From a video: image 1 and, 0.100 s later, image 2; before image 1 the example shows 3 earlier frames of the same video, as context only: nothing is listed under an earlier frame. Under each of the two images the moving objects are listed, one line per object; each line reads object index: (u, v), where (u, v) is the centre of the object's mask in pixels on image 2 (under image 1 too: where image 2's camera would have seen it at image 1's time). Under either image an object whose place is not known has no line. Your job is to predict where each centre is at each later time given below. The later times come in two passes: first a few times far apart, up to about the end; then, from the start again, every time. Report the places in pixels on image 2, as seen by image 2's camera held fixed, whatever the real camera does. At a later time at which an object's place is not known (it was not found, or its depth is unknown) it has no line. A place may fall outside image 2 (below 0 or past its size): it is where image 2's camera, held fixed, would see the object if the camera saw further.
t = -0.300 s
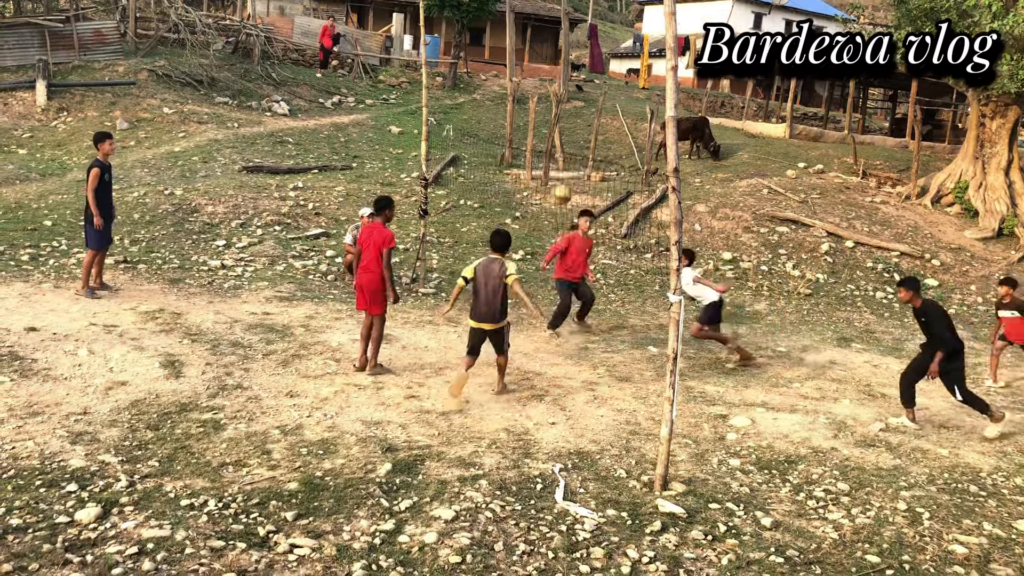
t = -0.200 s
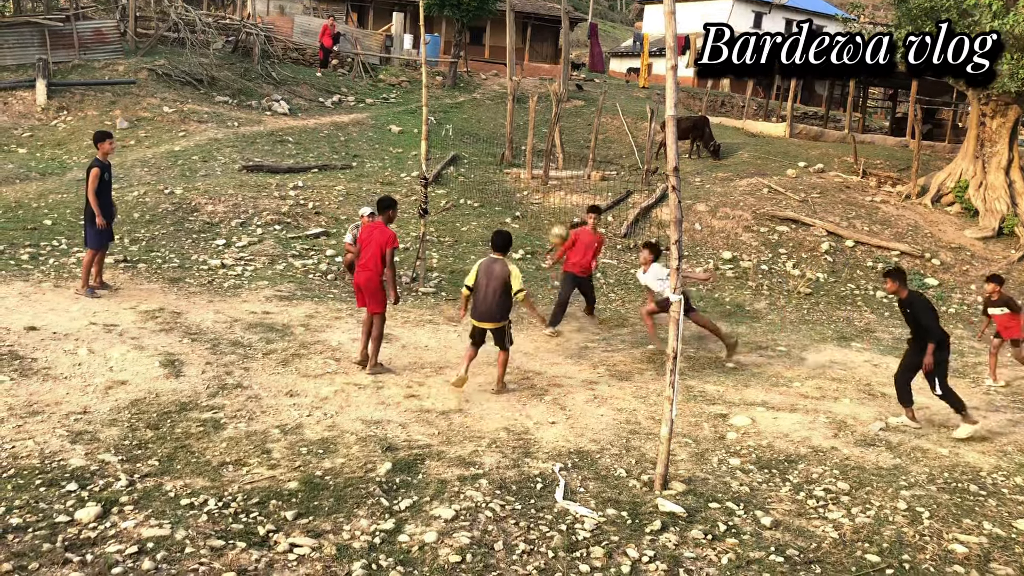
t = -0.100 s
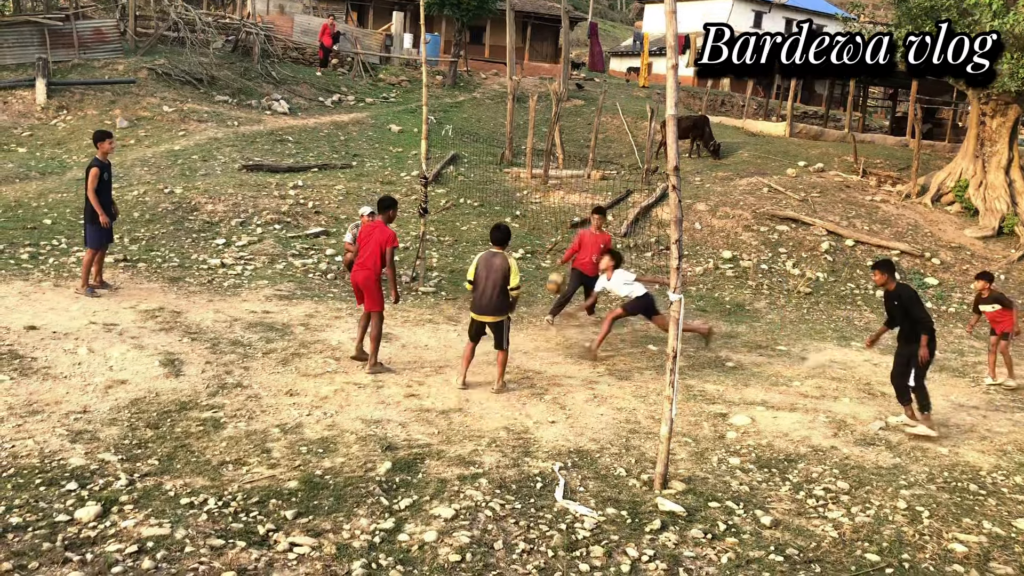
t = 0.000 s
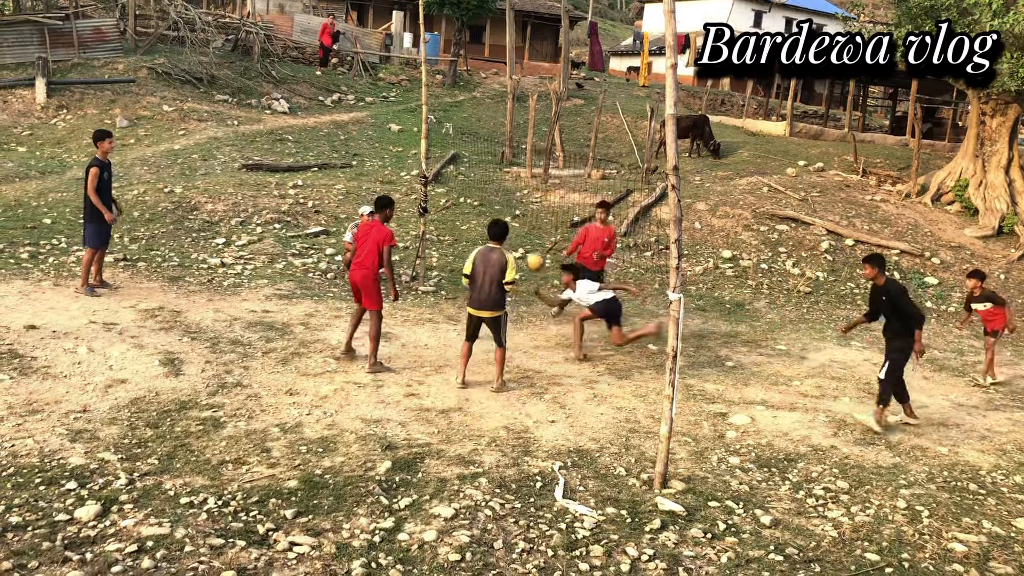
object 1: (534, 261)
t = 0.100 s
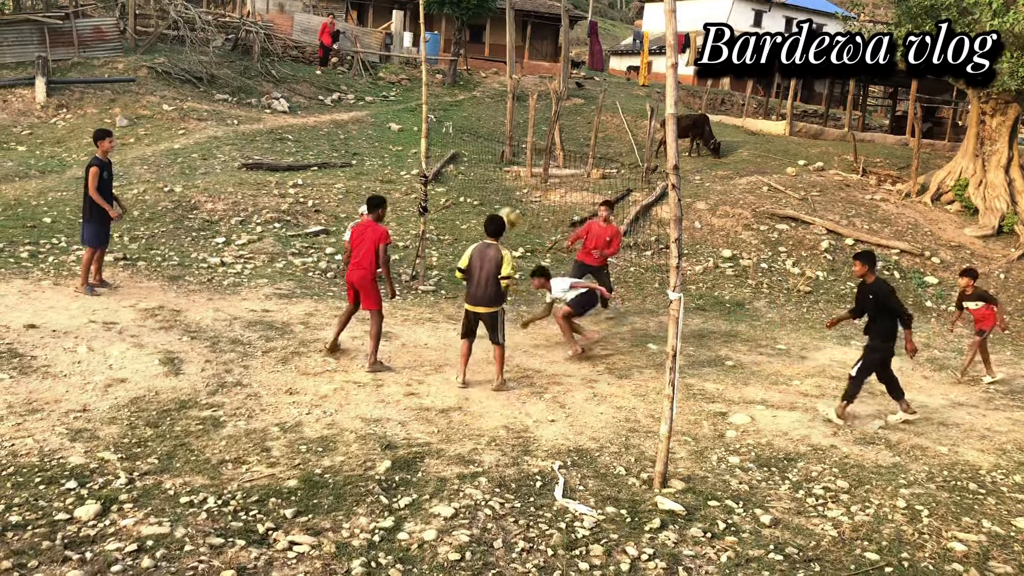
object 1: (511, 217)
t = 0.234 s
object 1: (466, 171)
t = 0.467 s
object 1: (381, 124)
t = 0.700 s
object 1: (272, 140)
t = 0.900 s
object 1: (154, 223)
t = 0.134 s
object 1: (497, 204)
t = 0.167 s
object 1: (490, 193)
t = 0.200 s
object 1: (478, 181)
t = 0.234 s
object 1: (466, 171)
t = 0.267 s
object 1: (456, 161)
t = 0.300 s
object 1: (447, 152)
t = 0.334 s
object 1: (432, 145)
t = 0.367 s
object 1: (420, 138)
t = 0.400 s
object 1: (406, 131)
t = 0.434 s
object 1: (394, 128)
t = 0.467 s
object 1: (381, 124)
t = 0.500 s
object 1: (366, 122)
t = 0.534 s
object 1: (352, 121)
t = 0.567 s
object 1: (336, 121)
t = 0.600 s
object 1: (321, 123)
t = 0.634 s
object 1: (305, 127)
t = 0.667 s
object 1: (289, 133)
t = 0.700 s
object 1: (272, 140)
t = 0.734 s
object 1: (255, 148)
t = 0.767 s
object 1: (236, 159)
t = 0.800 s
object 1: (215, 171)
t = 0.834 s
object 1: (197, 187)
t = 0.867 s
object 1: (177, 204)
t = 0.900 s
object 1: (154, 223)
